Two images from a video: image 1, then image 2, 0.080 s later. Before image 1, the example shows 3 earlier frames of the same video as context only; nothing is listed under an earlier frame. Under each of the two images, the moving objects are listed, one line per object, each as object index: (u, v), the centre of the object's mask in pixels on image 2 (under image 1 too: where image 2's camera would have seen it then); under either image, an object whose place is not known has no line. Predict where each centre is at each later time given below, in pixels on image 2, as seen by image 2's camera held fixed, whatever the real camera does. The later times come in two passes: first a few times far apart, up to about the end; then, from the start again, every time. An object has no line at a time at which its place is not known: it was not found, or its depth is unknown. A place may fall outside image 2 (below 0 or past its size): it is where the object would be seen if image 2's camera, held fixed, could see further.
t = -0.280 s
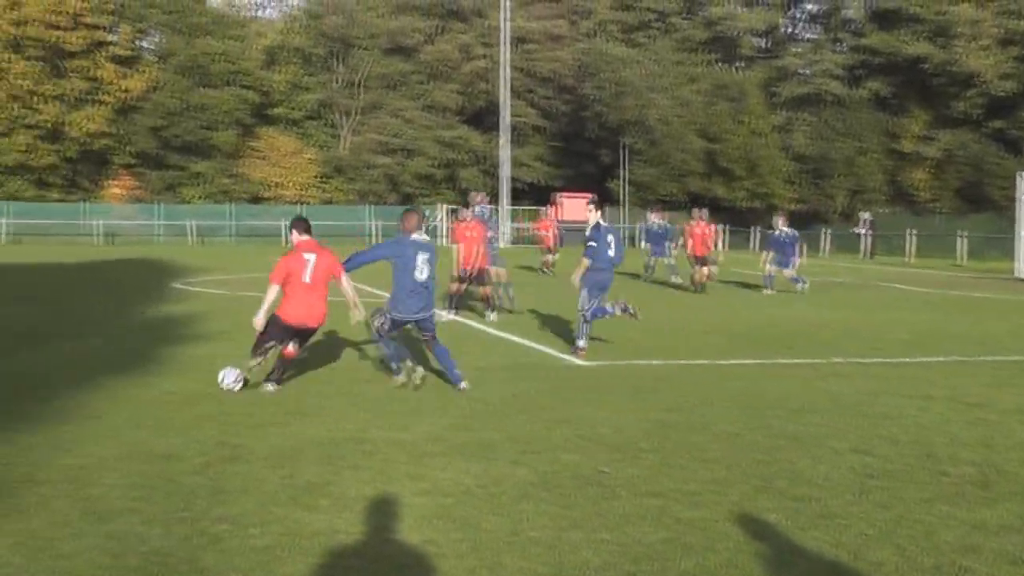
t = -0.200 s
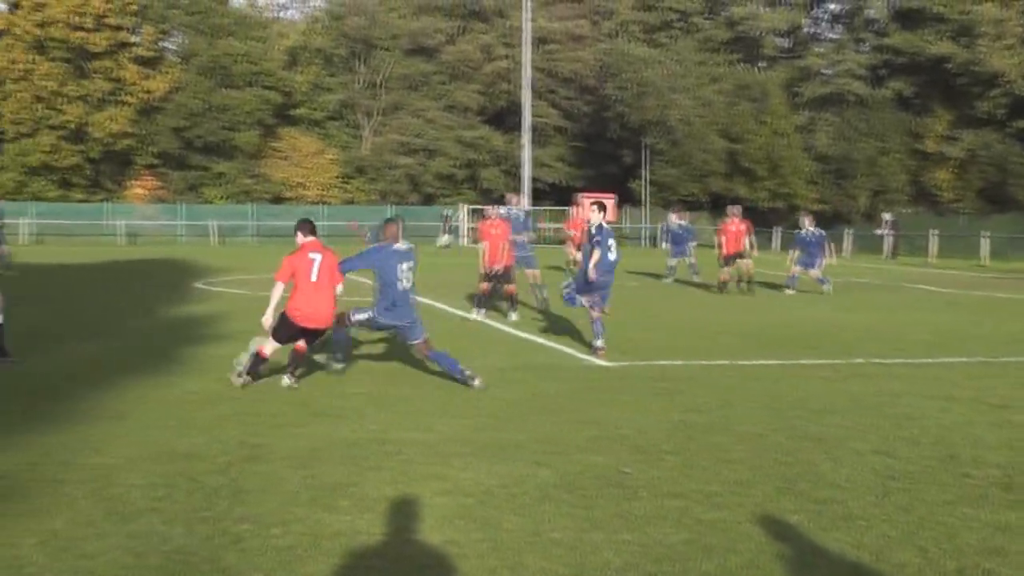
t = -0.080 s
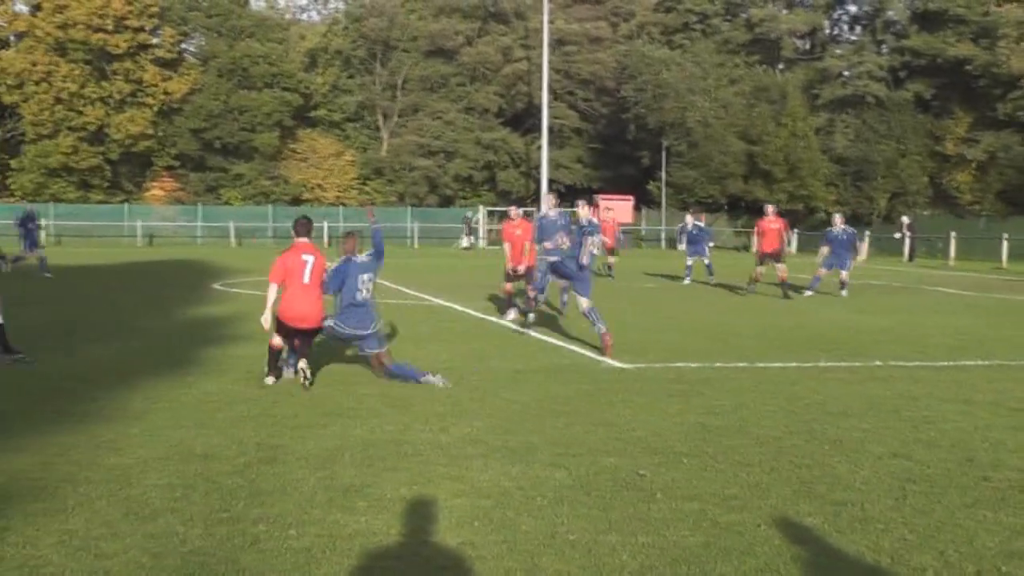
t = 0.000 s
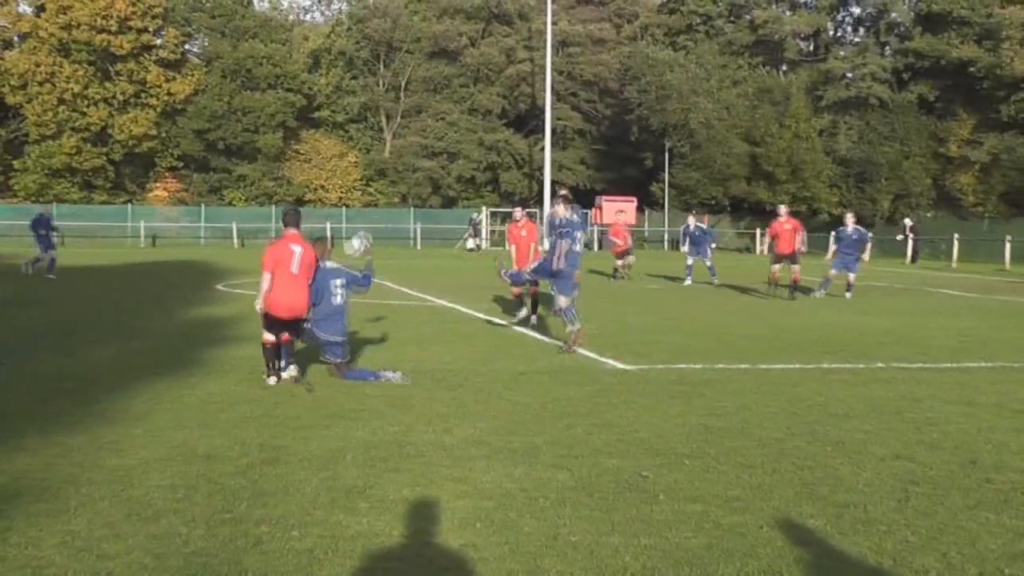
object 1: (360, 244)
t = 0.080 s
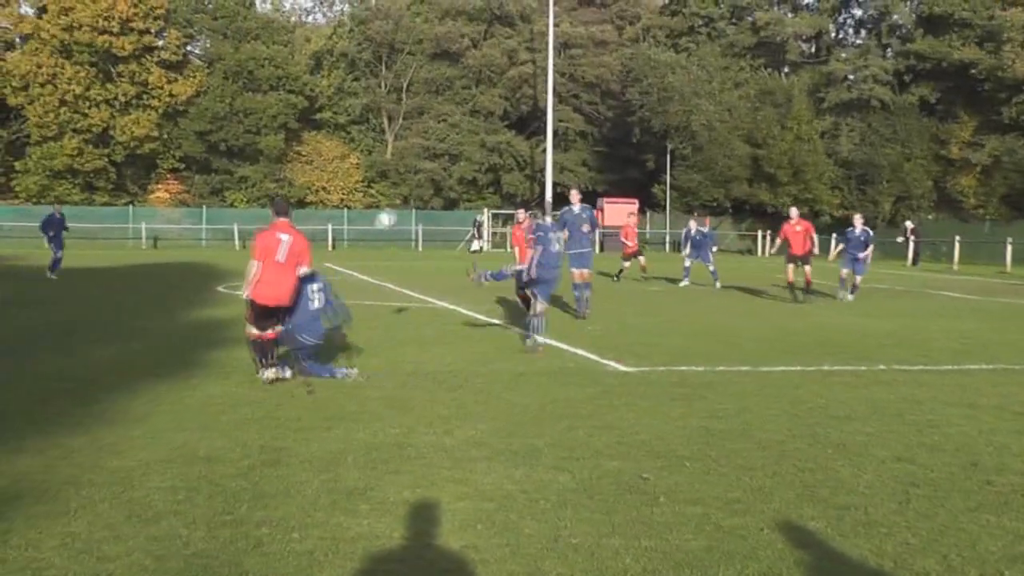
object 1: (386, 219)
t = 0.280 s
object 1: (438, 182)
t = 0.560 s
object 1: (499, 171)
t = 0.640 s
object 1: (514, 175)
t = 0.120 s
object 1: (398, 208)
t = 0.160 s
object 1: (408, 200)
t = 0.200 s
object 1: (419, 193)
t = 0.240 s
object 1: (428, 186)
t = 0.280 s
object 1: (438, 182)
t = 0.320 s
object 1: (449, 177)
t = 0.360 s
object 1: (457, 174)
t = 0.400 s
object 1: (467, 172)
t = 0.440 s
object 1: (475, 171)
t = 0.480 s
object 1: (483, 170)
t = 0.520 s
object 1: (491, 171)
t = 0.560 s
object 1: (499, 171)
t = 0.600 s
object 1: (508, 172)
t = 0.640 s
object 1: (514, 175)
